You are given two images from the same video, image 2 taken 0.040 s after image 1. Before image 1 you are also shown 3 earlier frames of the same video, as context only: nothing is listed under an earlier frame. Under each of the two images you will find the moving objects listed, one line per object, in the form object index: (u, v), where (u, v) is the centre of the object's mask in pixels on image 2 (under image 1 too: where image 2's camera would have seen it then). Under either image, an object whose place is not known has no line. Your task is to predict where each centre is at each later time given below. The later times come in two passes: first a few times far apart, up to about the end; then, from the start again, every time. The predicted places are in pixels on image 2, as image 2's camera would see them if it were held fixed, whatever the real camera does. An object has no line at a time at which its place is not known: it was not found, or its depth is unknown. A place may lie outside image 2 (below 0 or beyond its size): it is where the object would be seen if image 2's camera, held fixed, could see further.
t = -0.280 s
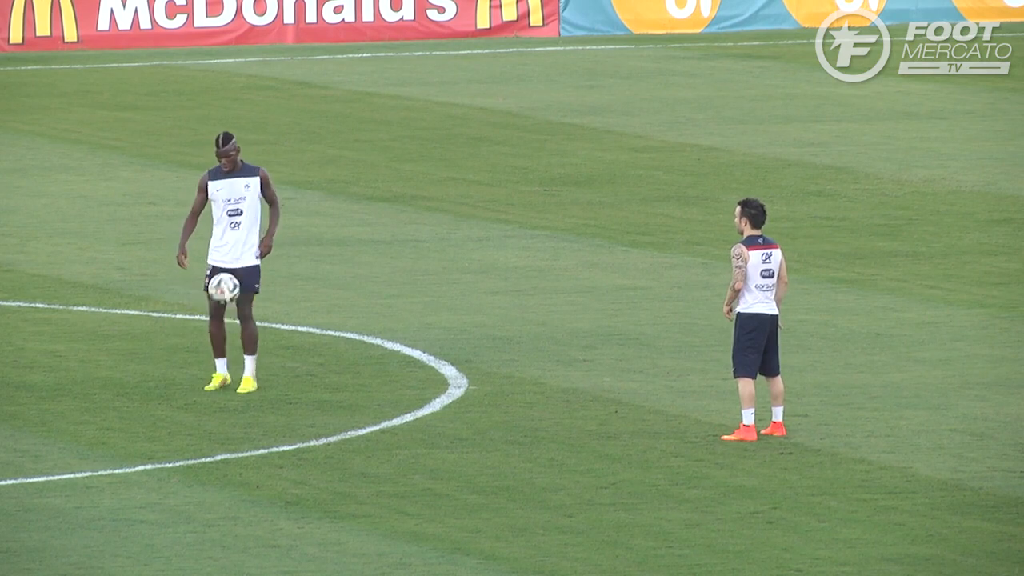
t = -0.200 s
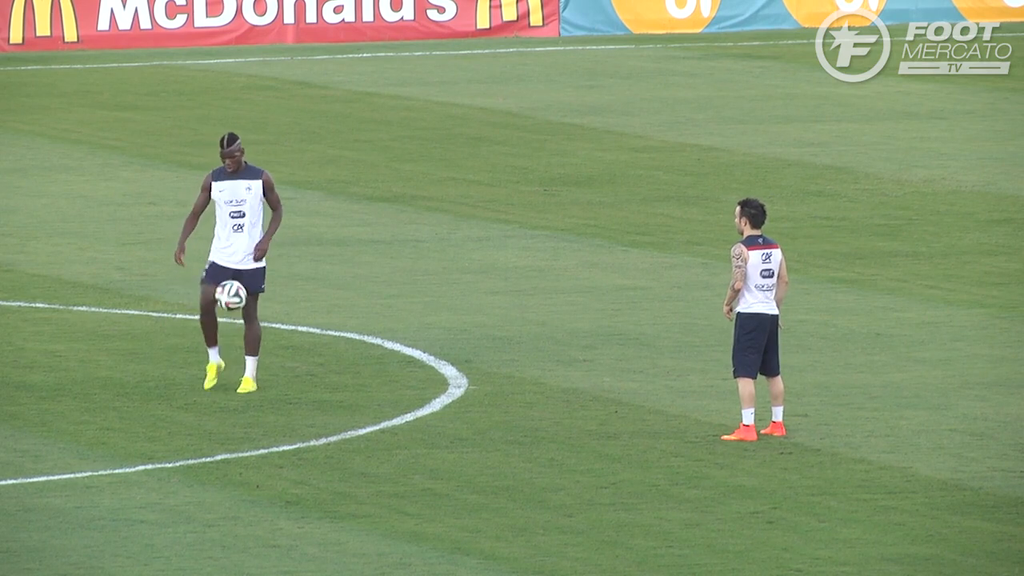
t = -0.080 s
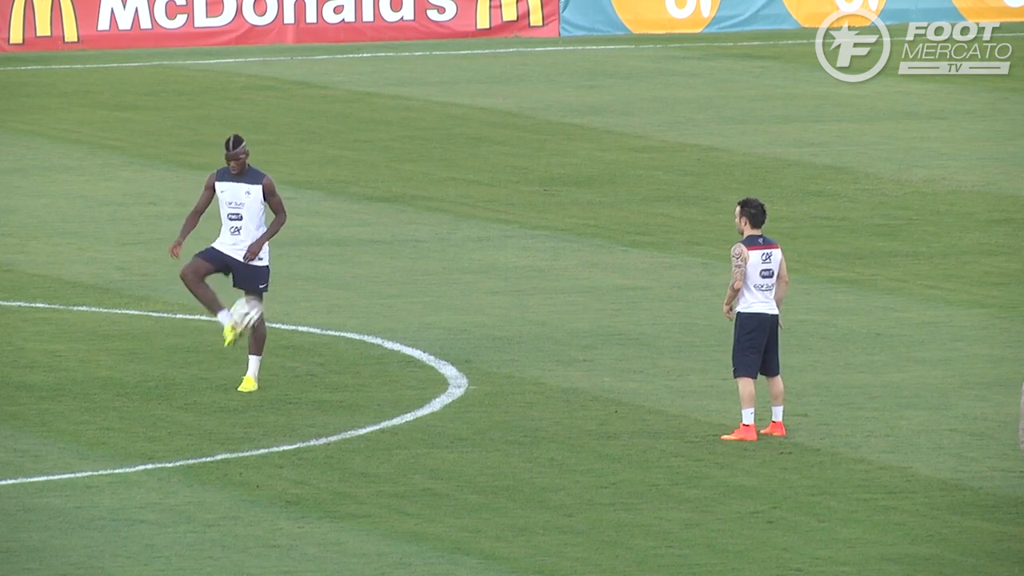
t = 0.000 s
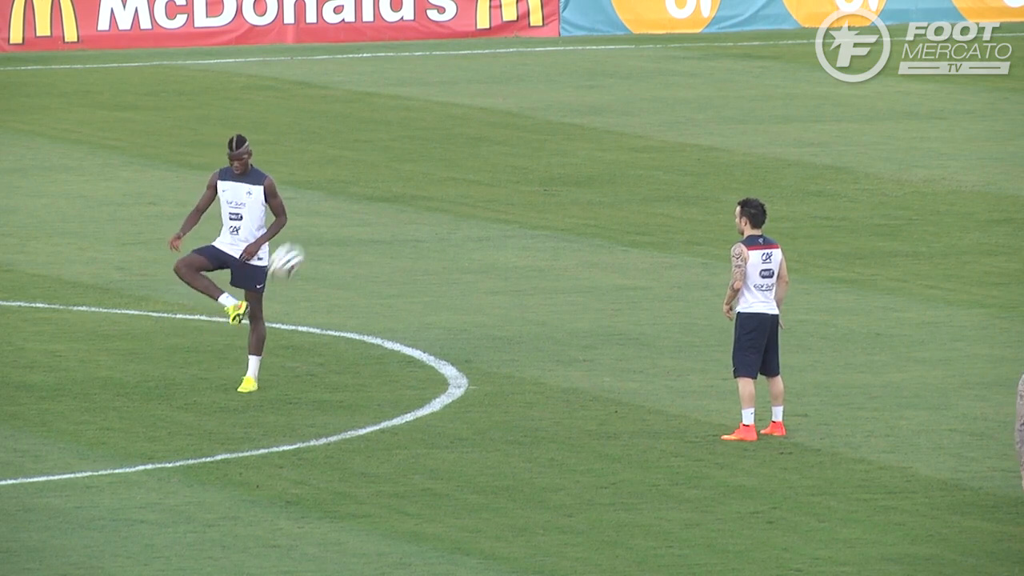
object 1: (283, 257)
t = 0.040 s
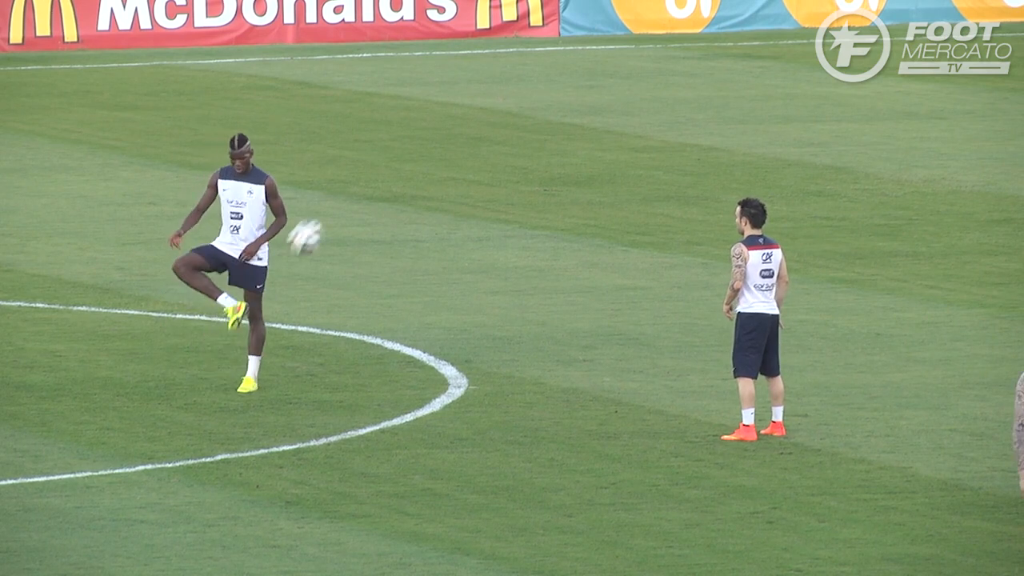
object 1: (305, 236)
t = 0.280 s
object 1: (428, 131)
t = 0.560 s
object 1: (579, 115)
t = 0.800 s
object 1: (711, 186)
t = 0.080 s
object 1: (323, 211)
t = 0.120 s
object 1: (346, 190)
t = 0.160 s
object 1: (367, 176)
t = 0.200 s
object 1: (387, 158)
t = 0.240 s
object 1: (409, 145)
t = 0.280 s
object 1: (428, 131)
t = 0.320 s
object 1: (451, 121)
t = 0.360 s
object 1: (471, 114)
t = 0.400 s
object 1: (493, 111)
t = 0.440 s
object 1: (514, 107)
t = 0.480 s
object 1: (536, 109)
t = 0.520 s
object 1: (558, 109)
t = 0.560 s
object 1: (579, 115)
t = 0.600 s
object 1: (603, 116)
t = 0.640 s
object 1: (622, 127)
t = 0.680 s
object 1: (645, 137)
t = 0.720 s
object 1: (667, 152)
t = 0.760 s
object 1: (687, 167)
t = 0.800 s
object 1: (711, 186)
